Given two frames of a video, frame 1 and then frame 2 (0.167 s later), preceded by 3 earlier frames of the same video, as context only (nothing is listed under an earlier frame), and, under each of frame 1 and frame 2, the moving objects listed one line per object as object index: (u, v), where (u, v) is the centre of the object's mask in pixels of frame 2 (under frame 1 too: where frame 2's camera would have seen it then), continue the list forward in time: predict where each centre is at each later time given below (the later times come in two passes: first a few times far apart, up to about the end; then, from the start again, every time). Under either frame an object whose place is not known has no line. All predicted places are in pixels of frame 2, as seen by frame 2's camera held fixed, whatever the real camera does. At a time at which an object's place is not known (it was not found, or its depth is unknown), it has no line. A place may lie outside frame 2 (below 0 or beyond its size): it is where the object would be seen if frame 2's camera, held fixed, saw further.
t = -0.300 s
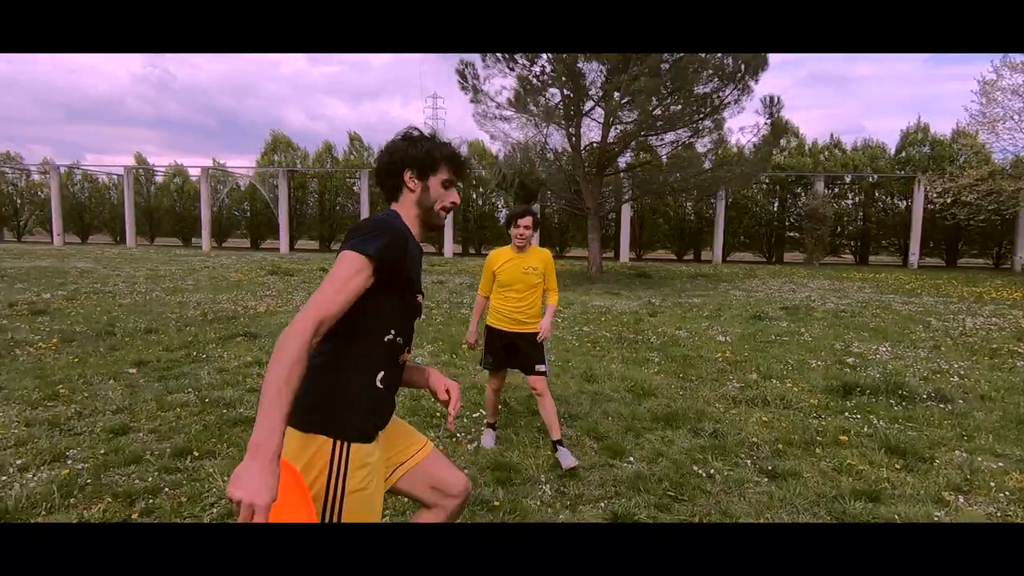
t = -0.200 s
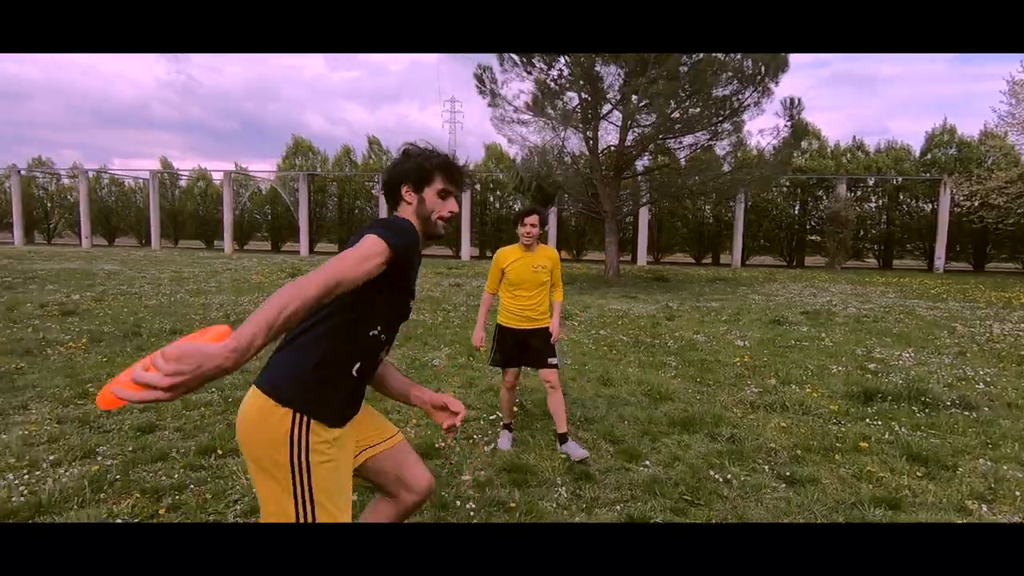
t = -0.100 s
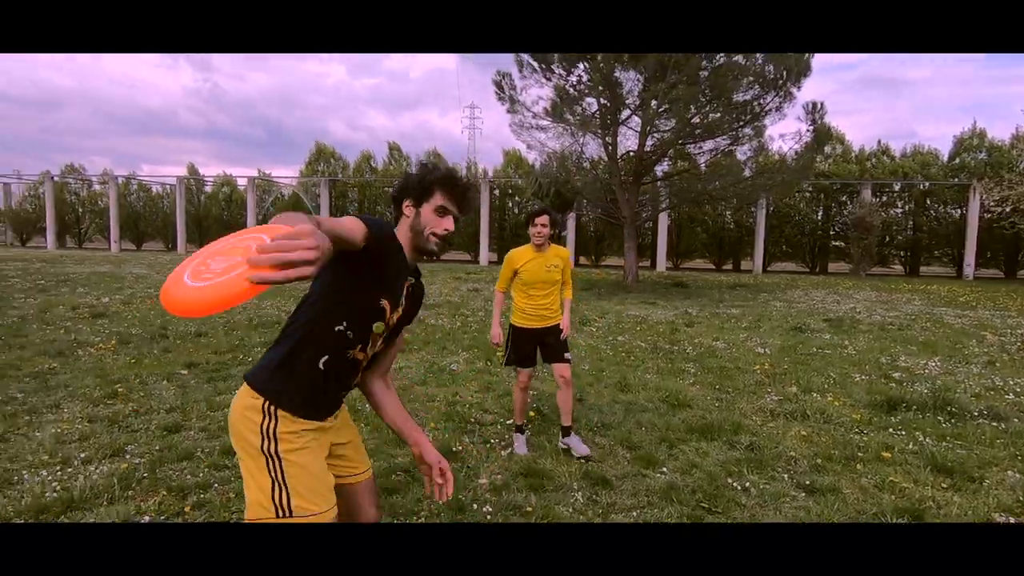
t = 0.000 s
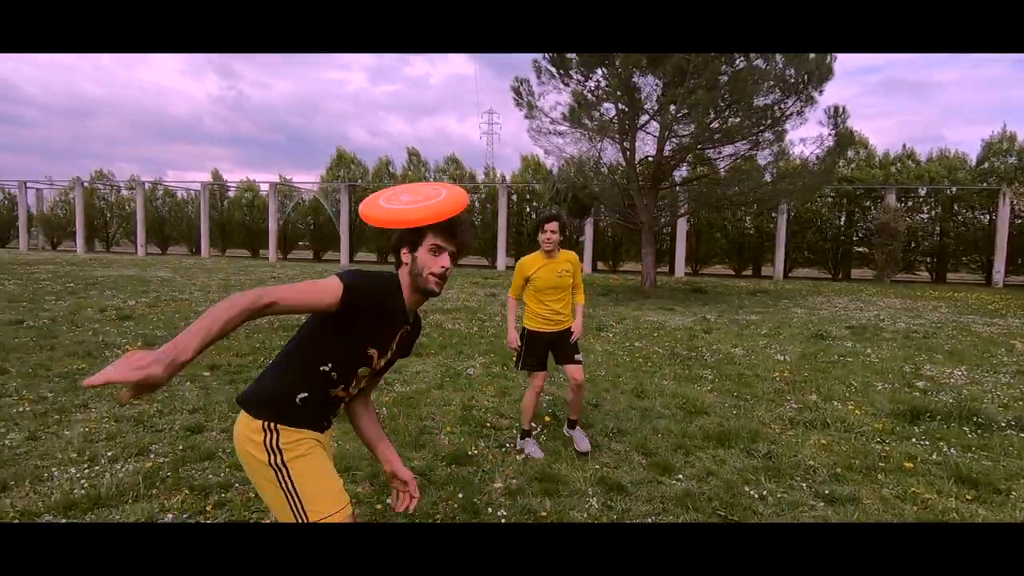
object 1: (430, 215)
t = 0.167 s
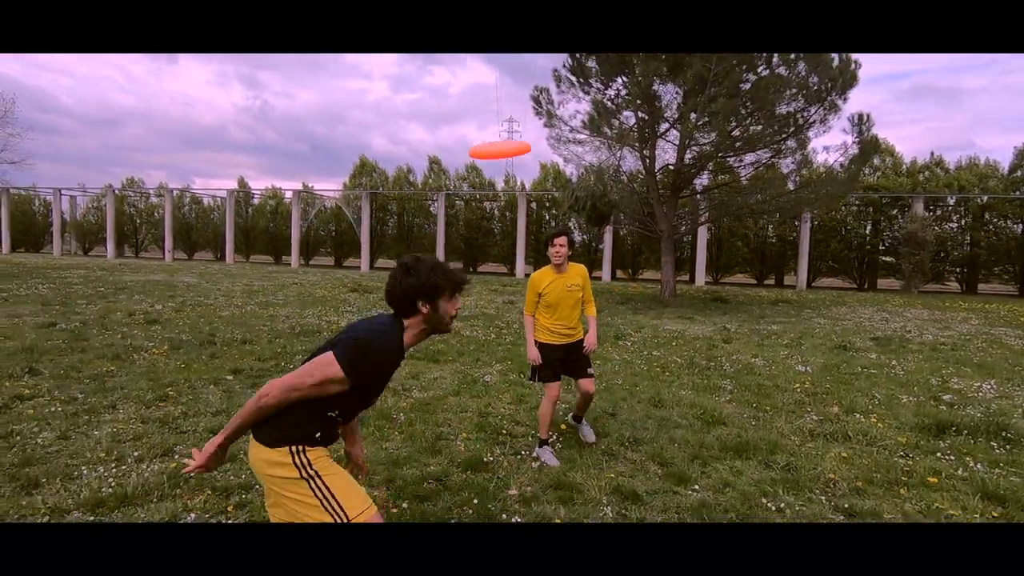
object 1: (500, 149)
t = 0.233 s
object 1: (512, 146)
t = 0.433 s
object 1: (530, 149)
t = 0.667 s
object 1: (537, 154)
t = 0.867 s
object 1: (536, 164)
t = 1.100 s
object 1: (526, 178)
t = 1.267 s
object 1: (528, 195)
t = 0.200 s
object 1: (507, 147)
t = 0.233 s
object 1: (512, 146)
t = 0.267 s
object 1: (517, 146)
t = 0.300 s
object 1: (520, 146)
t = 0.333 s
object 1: (524, 147)
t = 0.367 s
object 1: (527, 147)
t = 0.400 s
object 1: (529, 148)
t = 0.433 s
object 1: (530, 149)
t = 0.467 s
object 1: (533, 150)
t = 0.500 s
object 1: (534, 151)
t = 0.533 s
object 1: (535, 151)
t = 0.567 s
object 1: (535, 152)
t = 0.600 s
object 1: (535, 152)
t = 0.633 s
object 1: (536, 153)
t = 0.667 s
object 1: (537, 154)
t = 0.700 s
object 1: (537, 156)
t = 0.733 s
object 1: (537, 157)
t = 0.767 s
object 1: (537, 159)
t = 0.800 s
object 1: (536, 160)
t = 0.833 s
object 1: (536, 162)
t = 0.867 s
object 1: (536, 164)
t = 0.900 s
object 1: (536, 165)
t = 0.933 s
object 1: (535, 167)
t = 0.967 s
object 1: (535, 170)
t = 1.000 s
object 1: (531, 171)
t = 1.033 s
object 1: (530, 172)
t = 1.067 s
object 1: (525, 175)
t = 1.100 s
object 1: (526, 178)
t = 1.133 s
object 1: (528, 182)
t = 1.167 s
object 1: (528, 185)
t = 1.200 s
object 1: (528, 188)
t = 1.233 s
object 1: (528, 191)
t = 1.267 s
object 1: (528, 195)
